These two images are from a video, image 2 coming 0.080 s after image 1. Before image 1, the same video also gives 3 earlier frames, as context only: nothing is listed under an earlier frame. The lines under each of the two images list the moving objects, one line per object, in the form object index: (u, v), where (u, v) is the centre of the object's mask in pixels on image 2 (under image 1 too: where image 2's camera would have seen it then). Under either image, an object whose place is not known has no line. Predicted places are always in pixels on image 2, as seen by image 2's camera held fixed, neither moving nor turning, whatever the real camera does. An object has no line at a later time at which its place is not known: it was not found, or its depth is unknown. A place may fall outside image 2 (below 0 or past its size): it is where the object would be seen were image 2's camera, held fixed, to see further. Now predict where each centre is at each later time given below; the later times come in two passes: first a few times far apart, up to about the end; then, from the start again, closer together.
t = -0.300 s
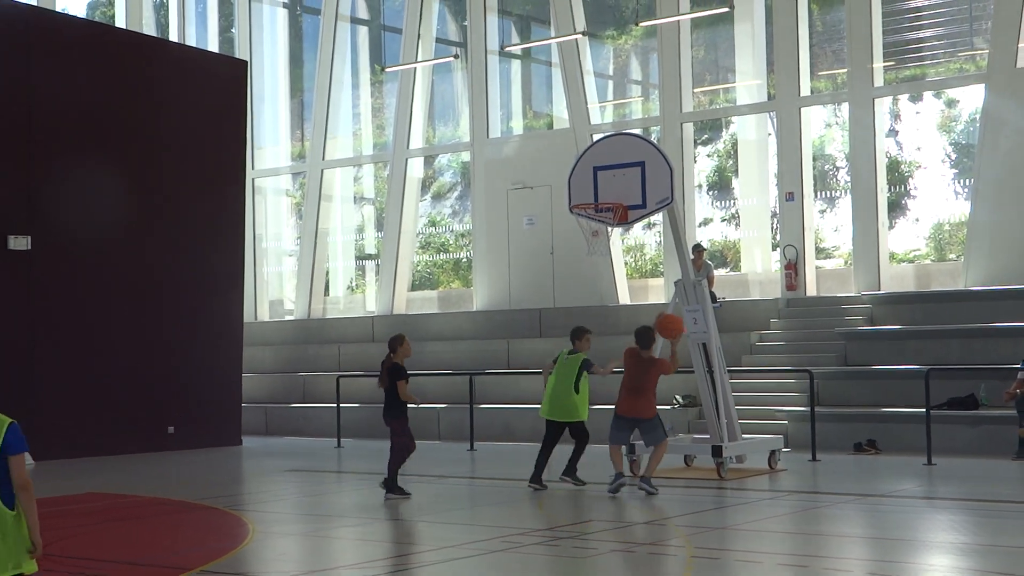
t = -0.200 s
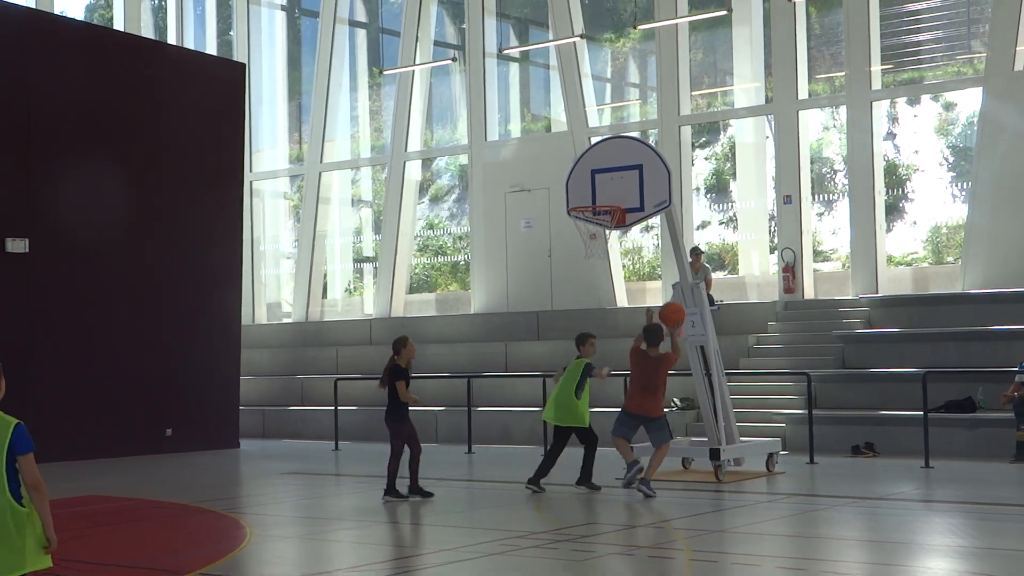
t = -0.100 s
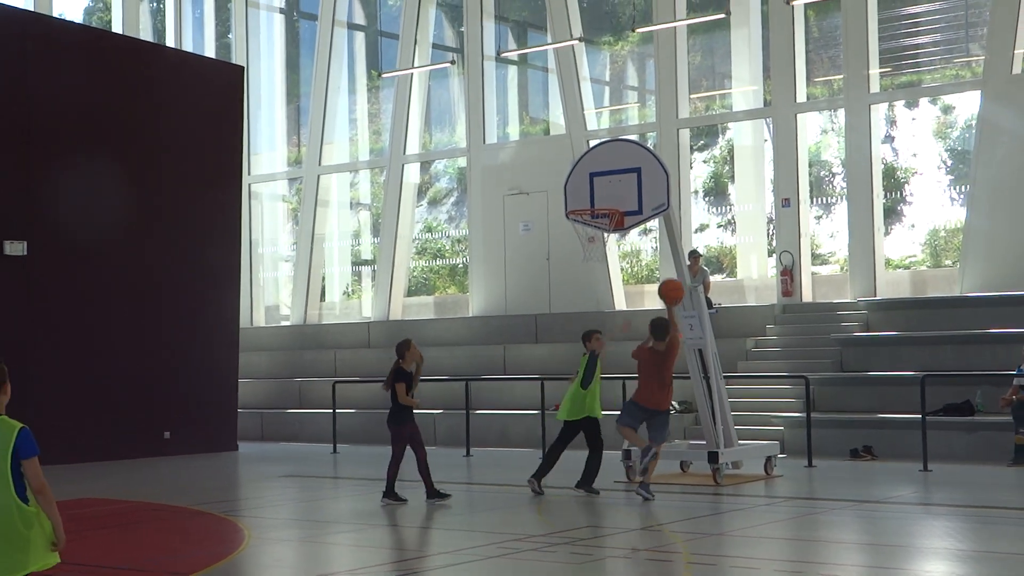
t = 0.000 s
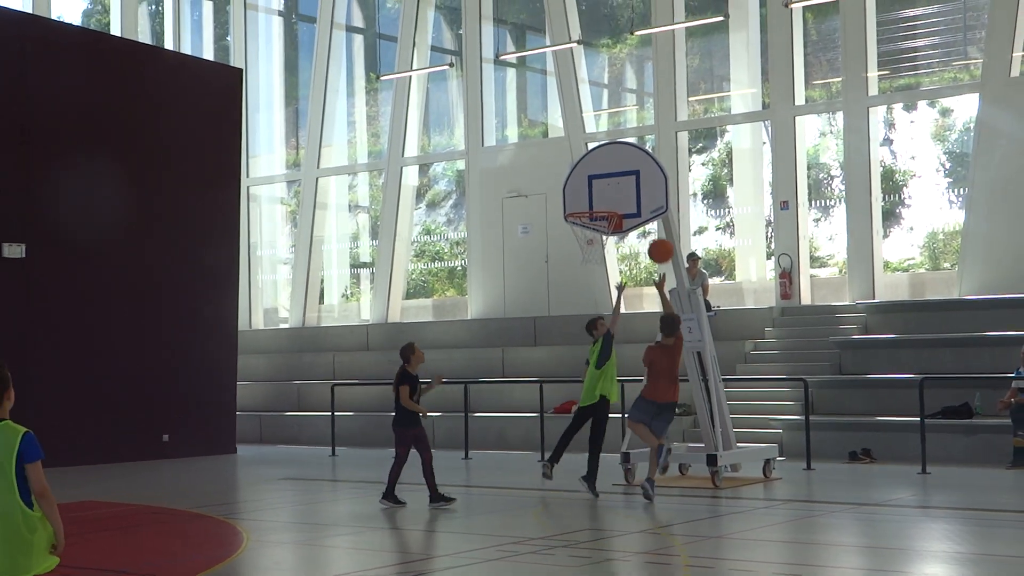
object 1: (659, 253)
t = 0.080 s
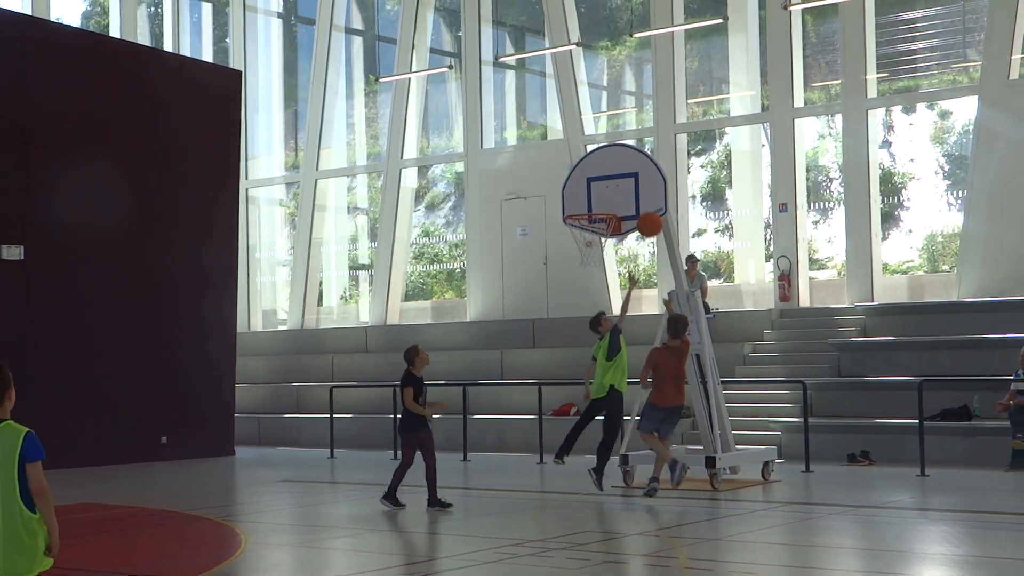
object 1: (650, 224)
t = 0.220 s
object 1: (633, 191)
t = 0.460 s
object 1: (607, 183)
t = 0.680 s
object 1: (585, 230)
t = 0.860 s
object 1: (575, 272)
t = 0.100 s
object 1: (647, 218)
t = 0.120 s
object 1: (645, 213)
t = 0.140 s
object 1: (643, 208)
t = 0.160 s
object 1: (640, 203)
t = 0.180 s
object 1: (638, 198)
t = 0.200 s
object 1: (635, 195)
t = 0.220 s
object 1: (633, 191)
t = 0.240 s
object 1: (631, 188)
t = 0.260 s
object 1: (629, 186)
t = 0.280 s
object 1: (626, 184)
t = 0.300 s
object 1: (624, 182)
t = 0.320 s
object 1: (622, 181)
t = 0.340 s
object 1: (620, 180)
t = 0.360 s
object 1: (617, 179)
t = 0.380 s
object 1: (615, 179)
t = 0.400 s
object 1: (613, 180)
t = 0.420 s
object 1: (611, 180)
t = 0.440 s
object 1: (609, 182)
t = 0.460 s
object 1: (607, 183)
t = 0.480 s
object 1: (605, 186)
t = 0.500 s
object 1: (603, 188)
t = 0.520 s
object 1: (601, 191)
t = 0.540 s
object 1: (599, 194)
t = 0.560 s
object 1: (597, 198)
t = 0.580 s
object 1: (595, 203)
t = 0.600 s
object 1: (593, 207)
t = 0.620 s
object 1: (591, 212)
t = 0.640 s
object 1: (589, 218)
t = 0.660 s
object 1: (587, 224)
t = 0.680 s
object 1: (585, 230)
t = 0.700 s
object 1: (583, 237)
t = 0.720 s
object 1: (581, 243)
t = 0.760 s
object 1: (579, 251)
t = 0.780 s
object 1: (578, 255)
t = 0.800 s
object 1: (577, 259)
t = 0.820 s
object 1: (576, 263)
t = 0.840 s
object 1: (575, 267)
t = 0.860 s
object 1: (575, 272)
